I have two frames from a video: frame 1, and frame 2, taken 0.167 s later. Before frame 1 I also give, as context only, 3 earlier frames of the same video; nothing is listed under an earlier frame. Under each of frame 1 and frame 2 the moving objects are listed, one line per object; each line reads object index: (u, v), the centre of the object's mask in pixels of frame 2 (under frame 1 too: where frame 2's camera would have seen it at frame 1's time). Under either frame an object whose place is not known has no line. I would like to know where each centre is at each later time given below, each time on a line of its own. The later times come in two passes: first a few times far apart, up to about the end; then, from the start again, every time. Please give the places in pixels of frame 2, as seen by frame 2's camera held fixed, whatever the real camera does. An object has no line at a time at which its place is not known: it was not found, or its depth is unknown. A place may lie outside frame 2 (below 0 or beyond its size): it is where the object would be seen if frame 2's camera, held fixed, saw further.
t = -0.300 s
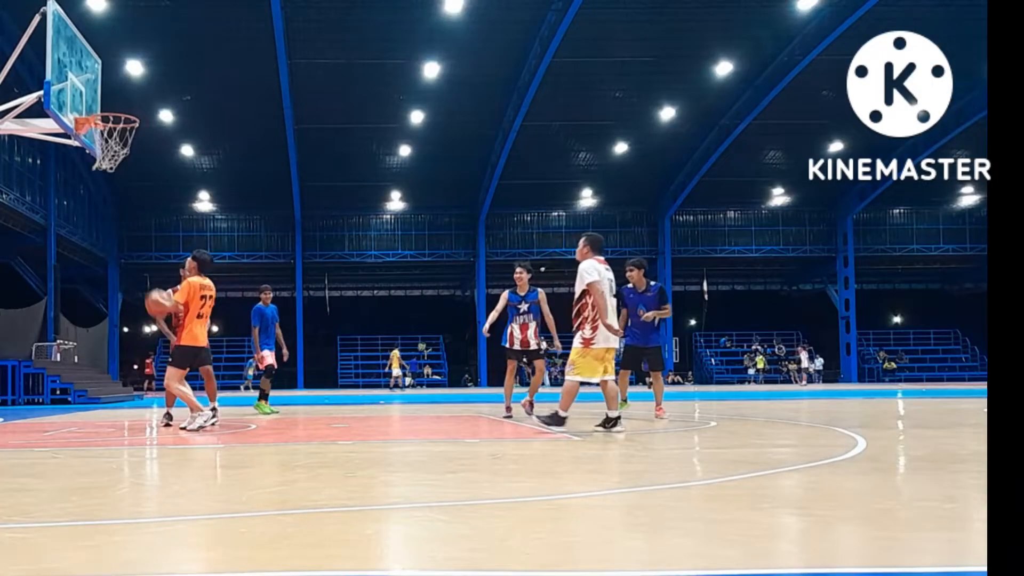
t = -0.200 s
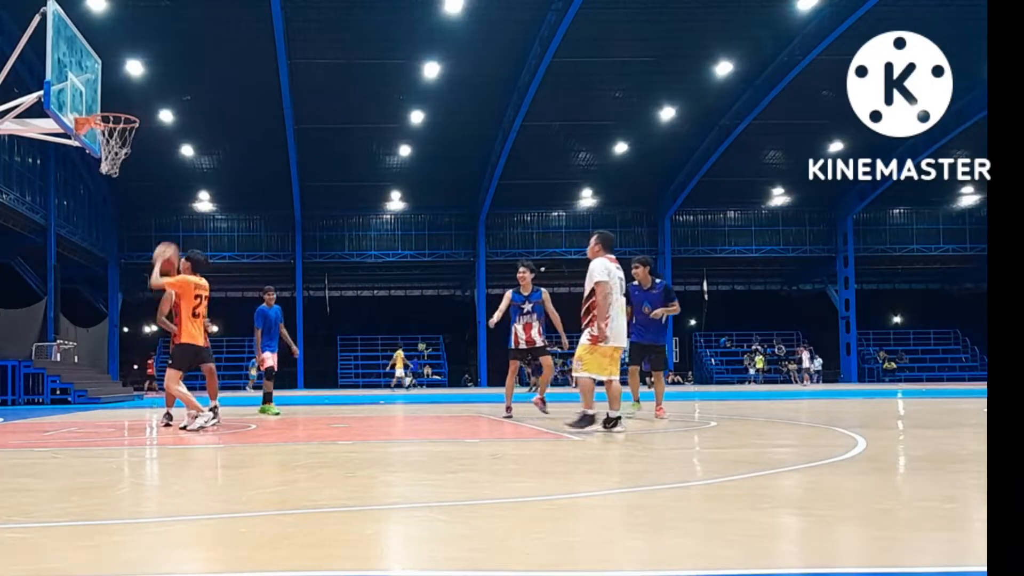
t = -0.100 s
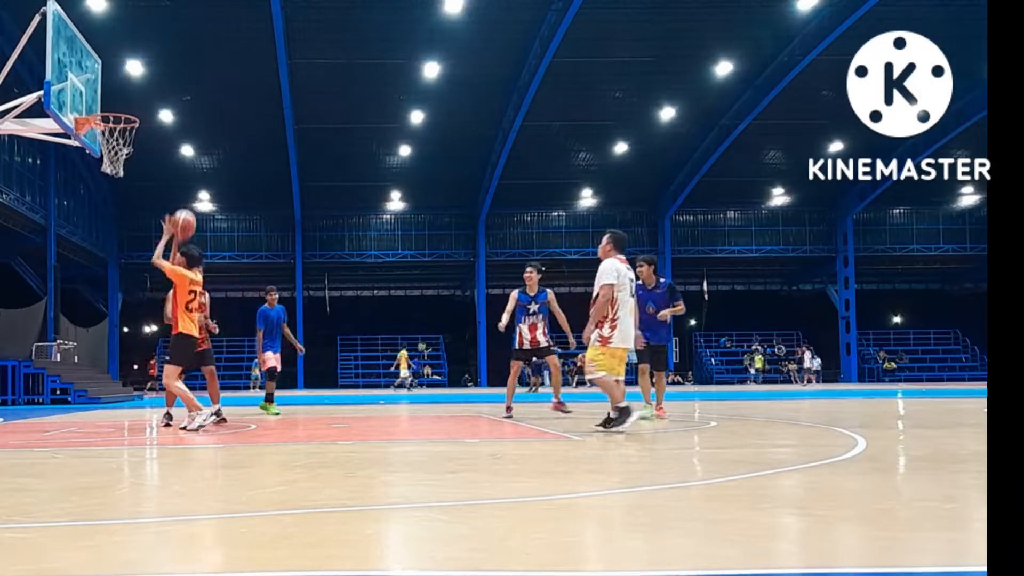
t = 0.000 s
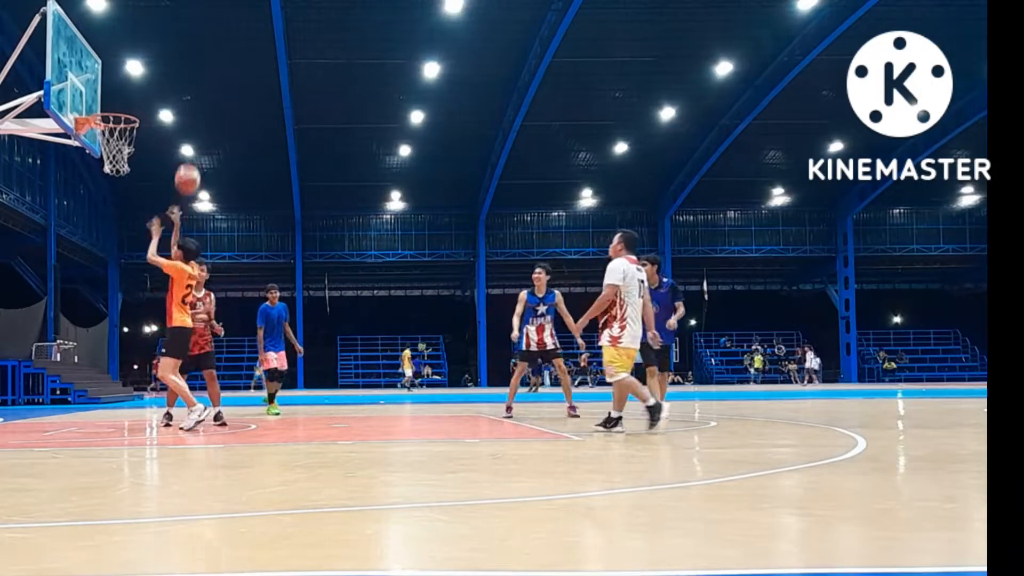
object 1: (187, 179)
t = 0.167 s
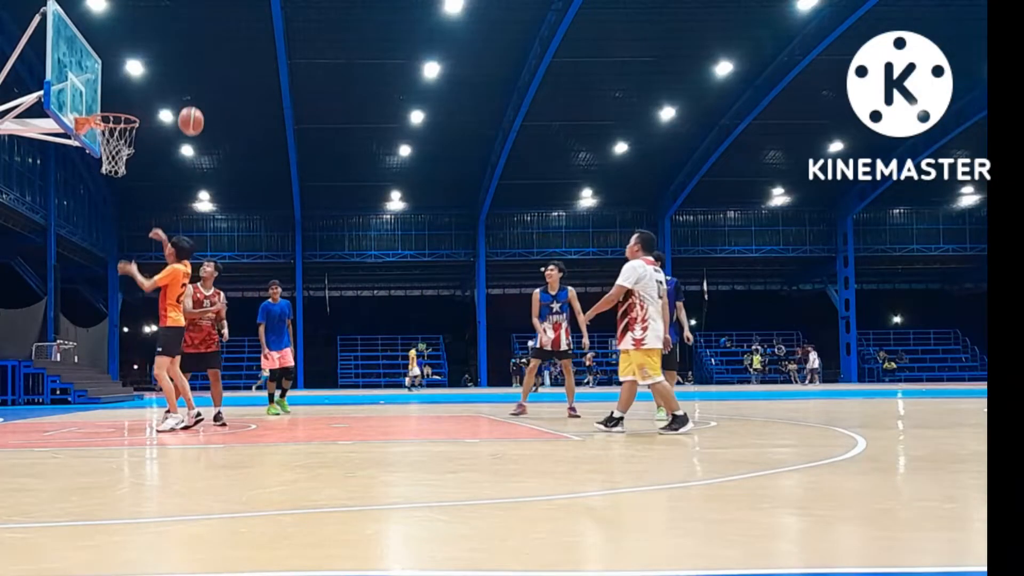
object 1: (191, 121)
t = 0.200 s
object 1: (191, 113)
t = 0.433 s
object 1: (197, 87)
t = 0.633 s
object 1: (203, 109)
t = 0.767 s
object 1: (207, 145)
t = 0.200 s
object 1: (191, 113)
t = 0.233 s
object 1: (192, 106)
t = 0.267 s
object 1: (193, 100)
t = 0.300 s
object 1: (194, 95)
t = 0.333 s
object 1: (195, 91)
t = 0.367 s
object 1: (196, 88)
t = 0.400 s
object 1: (196, 87)
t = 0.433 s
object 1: (197, 87)
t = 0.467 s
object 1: (198, 88)
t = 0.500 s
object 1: (199, 90)
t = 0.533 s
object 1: (200, 93)
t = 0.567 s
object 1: (201, 97)
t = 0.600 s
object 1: (202, 102)
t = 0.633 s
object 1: (203, 109)
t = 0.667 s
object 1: (203, 116)
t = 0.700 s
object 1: (204, 125)
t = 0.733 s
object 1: (205, 135)
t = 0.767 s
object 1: (207, 145)
